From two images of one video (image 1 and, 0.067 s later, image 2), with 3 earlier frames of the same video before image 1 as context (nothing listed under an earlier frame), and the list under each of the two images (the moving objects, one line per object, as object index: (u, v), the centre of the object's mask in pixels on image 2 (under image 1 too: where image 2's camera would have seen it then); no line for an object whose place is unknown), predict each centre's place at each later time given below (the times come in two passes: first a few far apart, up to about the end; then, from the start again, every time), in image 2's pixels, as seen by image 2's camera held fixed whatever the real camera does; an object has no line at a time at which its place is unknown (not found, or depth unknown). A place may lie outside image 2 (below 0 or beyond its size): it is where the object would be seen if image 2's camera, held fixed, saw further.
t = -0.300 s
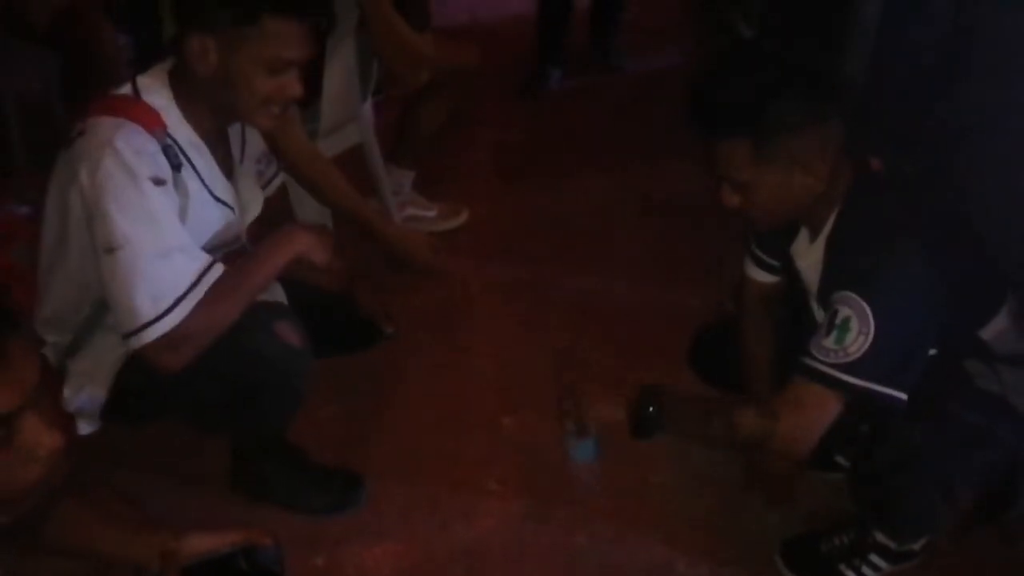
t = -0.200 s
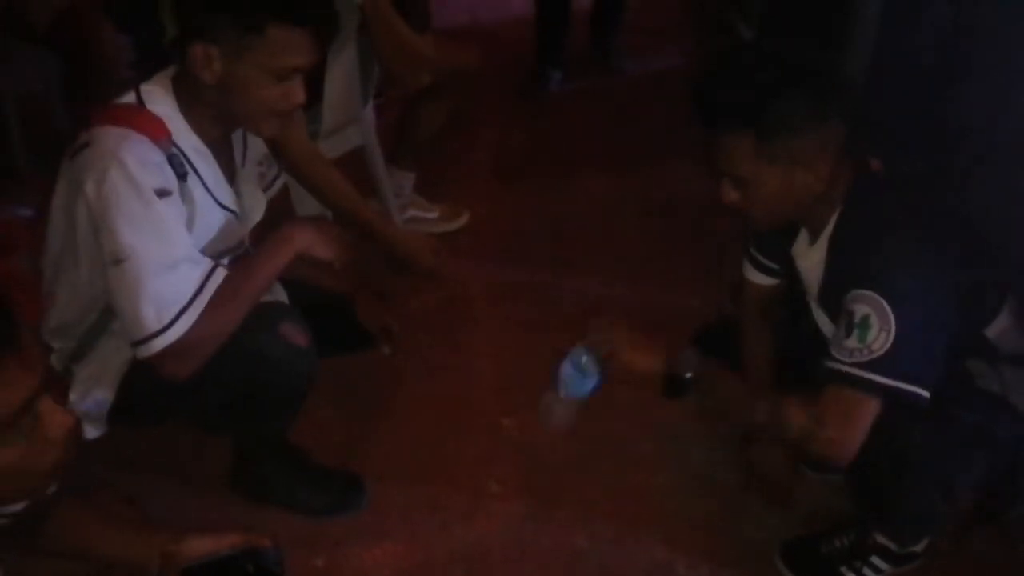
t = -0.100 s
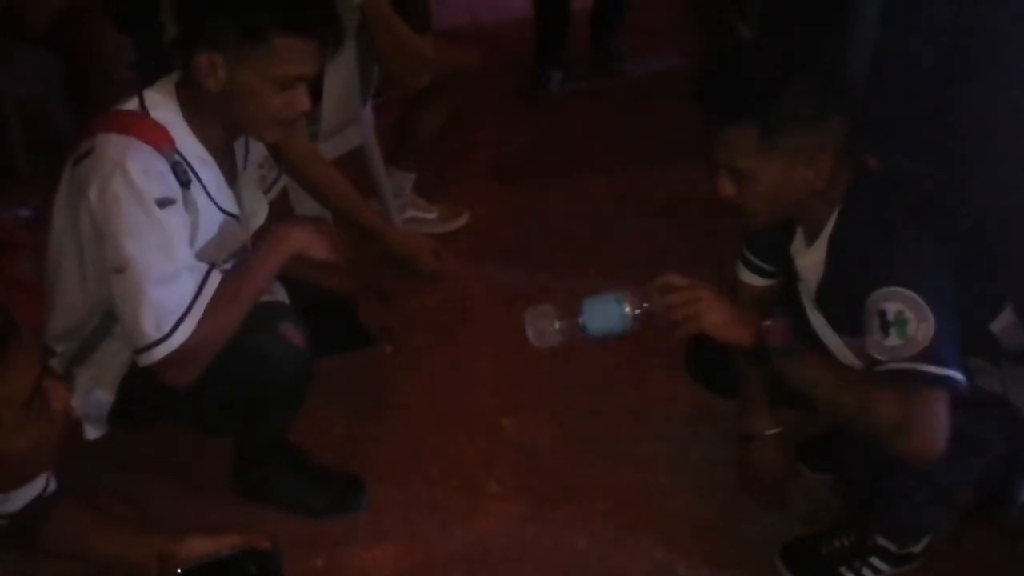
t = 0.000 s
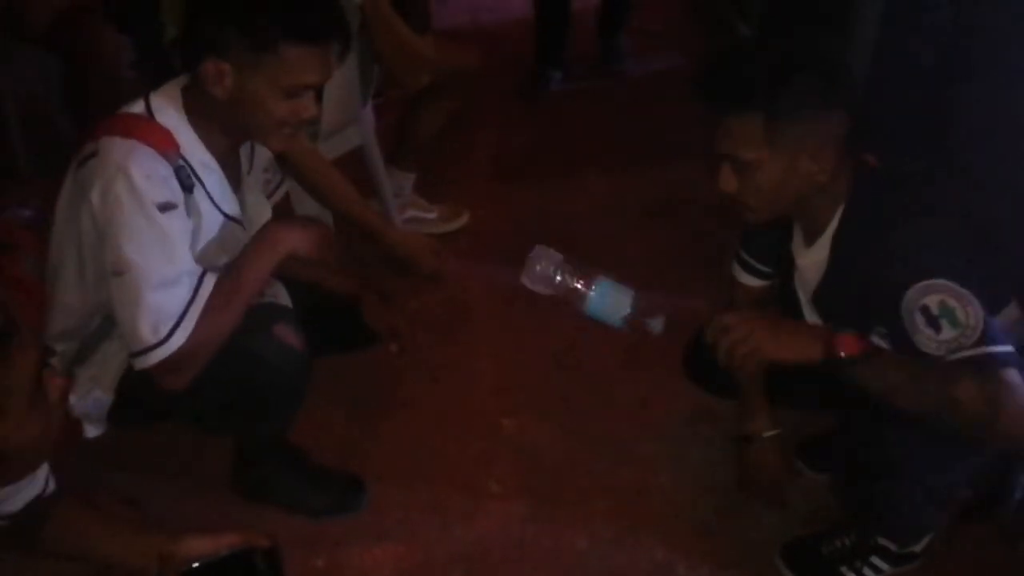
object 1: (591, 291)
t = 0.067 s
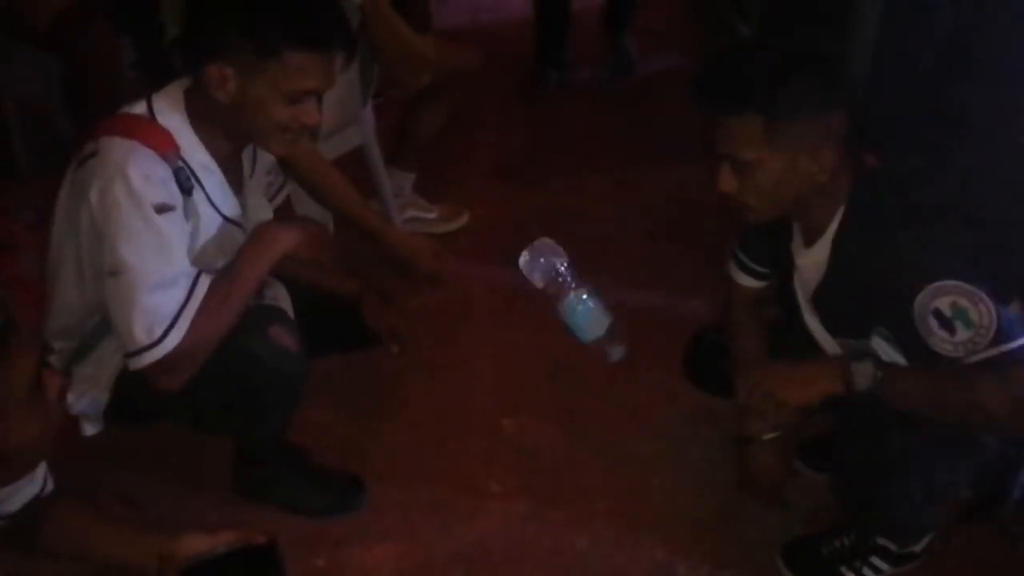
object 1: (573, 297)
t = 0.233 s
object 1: (526, 378)
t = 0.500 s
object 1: (494, 503)
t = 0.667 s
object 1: (473, 512)
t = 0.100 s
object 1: (562, 307)
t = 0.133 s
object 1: (551, 319)
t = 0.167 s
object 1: (541, 336)
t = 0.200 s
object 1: (534, 356)
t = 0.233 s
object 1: (526, 378)
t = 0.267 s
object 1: (517, 405)
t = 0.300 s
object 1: (509, 436)
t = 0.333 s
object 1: (499, 463)
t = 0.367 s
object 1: (502, 498)
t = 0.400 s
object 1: (505, 509)
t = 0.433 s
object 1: (503, 504)
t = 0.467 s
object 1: (498, 503)
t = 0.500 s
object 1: (494, 503)
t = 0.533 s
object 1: (490, 504)
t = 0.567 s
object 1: (486, 508)
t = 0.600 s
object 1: (482, 513)
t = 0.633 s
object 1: (474, 513)
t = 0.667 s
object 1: (473, 512)
